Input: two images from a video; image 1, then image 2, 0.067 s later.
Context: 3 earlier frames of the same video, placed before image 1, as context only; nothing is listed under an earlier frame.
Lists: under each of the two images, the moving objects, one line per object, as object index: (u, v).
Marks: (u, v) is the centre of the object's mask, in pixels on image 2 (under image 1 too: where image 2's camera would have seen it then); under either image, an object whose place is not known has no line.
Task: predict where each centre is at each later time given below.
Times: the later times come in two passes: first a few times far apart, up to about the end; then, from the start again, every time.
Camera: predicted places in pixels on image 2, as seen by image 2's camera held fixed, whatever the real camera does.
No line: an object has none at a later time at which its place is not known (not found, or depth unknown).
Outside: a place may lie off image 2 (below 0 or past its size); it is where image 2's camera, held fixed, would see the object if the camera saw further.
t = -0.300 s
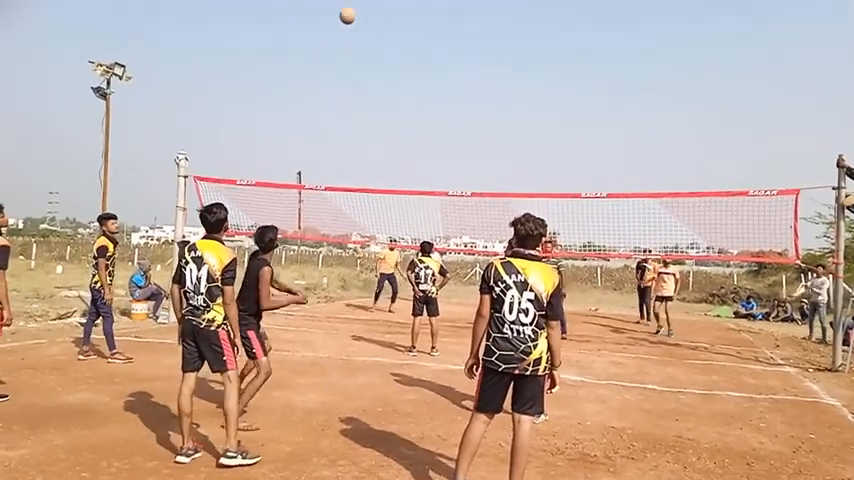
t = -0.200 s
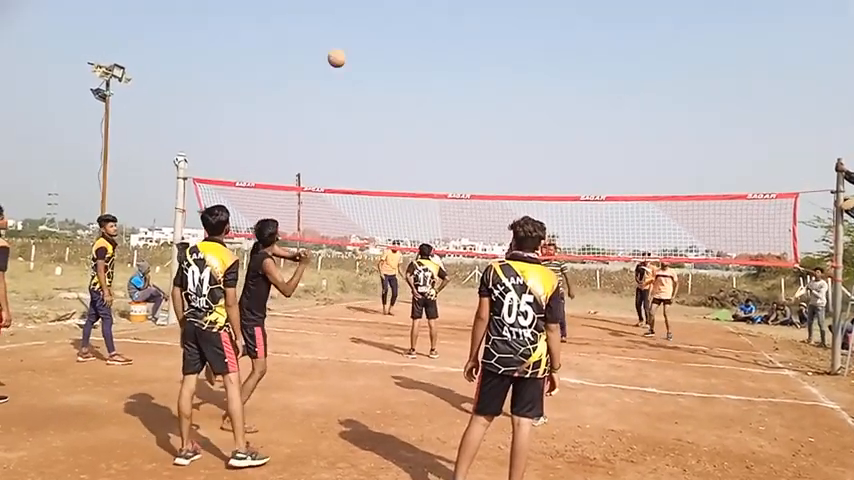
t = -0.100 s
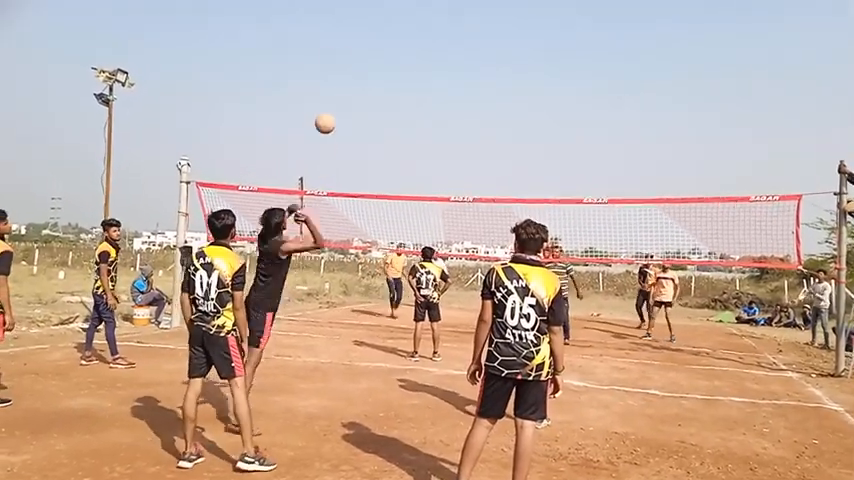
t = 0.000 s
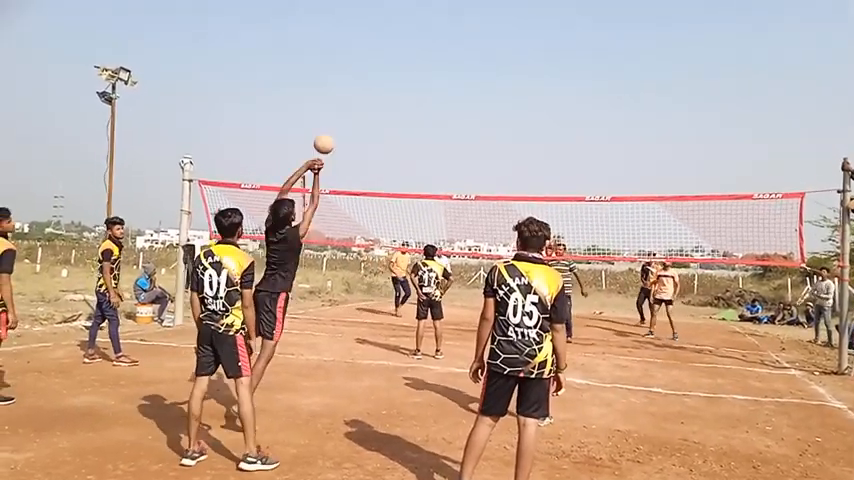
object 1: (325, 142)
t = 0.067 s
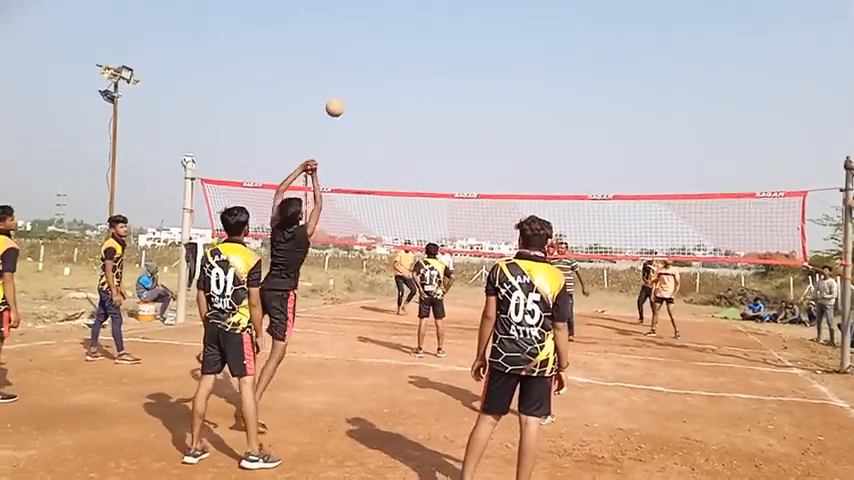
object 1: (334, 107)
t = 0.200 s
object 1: (348, 65)
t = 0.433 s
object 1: (363, 53)
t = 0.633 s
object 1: (370, 76)
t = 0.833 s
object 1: (375, 116)
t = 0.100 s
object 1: (338, 93)
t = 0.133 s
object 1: (342, 81)
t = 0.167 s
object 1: (345, 72)
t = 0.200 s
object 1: (348, 65)
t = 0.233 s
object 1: (350, 61)
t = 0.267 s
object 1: (353, 56)
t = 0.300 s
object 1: (355, 53)
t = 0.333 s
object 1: (358, 51)
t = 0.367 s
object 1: (360, 51)
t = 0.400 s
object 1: (362, 51)
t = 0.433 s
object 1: (363, 53)
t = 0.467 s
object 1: (365, 55)
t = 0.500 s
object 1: (366, 58)
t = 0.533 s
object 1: (367, 61)
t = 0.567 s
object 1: (368, 66)
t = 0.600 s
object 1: (369, 70)
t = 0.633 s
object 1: (370, 76)
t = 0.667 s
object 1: (371, 81)
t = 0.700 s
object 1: (371, 87)
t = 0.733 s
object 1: (373, 94)
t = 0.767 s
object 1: (373, 101)
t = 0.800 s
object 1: (374, 109)
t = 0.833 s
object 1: (375, 116)
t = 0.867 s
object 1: (375, 123)
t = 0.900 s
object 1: (376, 131)
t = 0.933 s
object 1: (377, 140)
